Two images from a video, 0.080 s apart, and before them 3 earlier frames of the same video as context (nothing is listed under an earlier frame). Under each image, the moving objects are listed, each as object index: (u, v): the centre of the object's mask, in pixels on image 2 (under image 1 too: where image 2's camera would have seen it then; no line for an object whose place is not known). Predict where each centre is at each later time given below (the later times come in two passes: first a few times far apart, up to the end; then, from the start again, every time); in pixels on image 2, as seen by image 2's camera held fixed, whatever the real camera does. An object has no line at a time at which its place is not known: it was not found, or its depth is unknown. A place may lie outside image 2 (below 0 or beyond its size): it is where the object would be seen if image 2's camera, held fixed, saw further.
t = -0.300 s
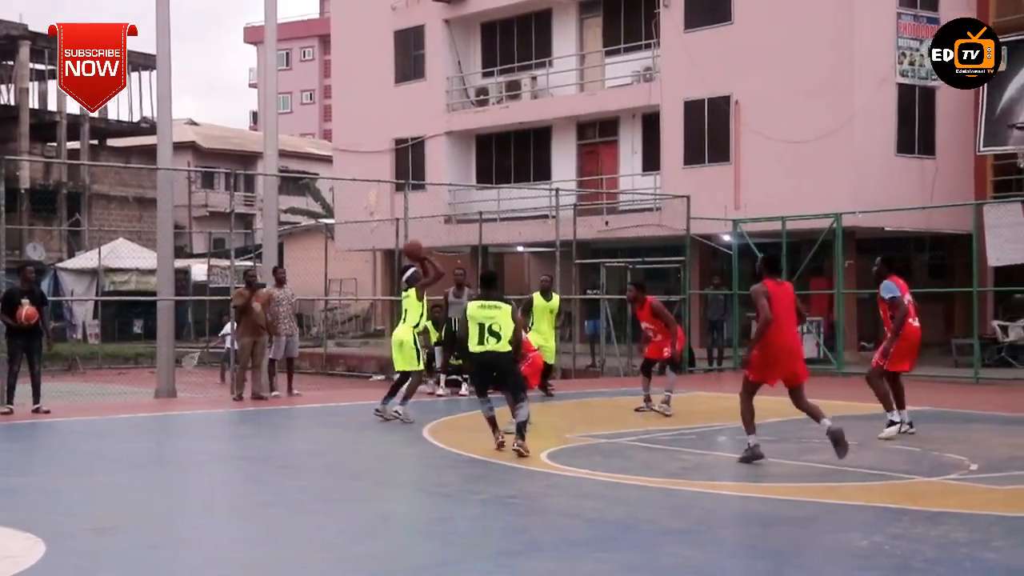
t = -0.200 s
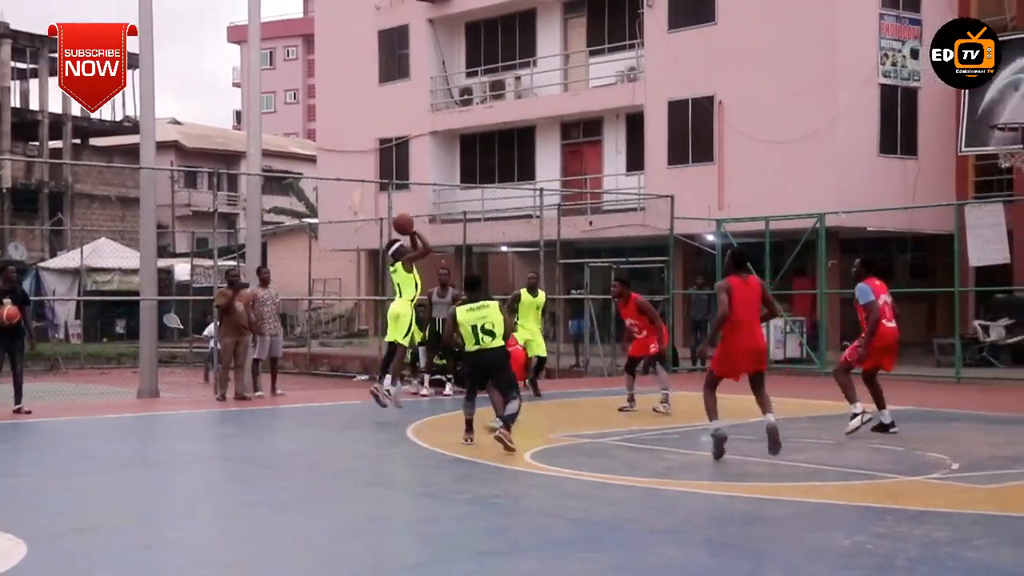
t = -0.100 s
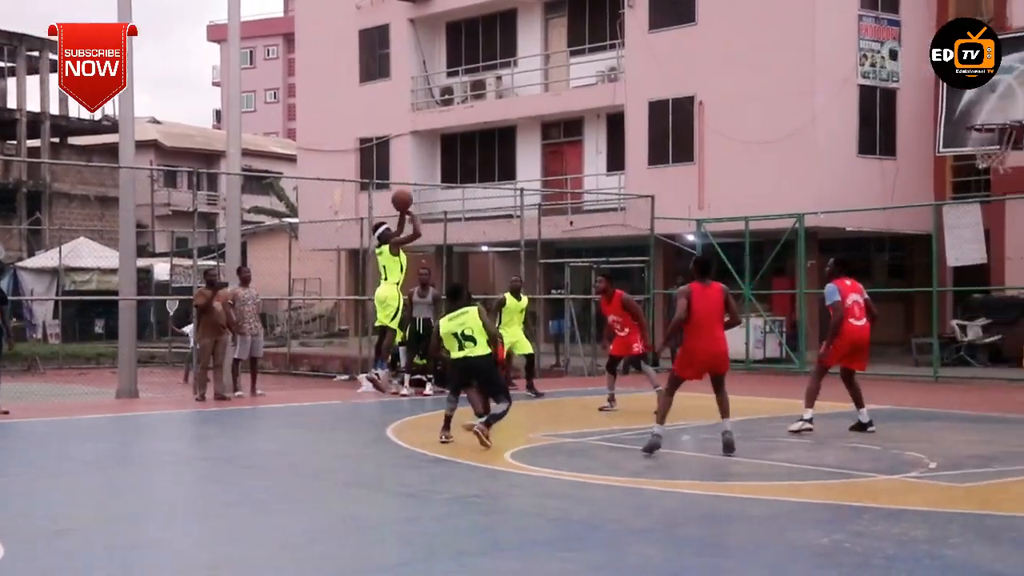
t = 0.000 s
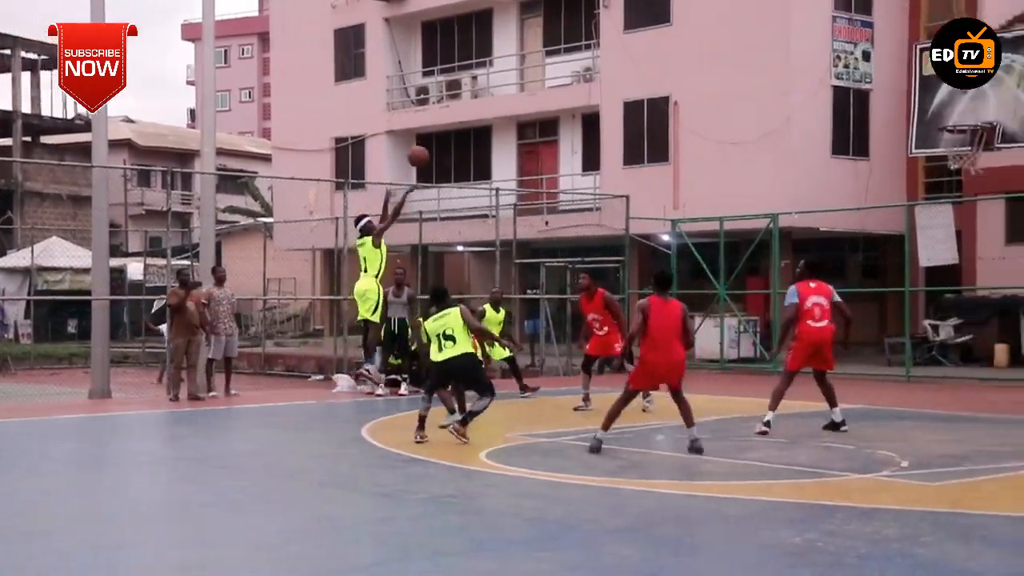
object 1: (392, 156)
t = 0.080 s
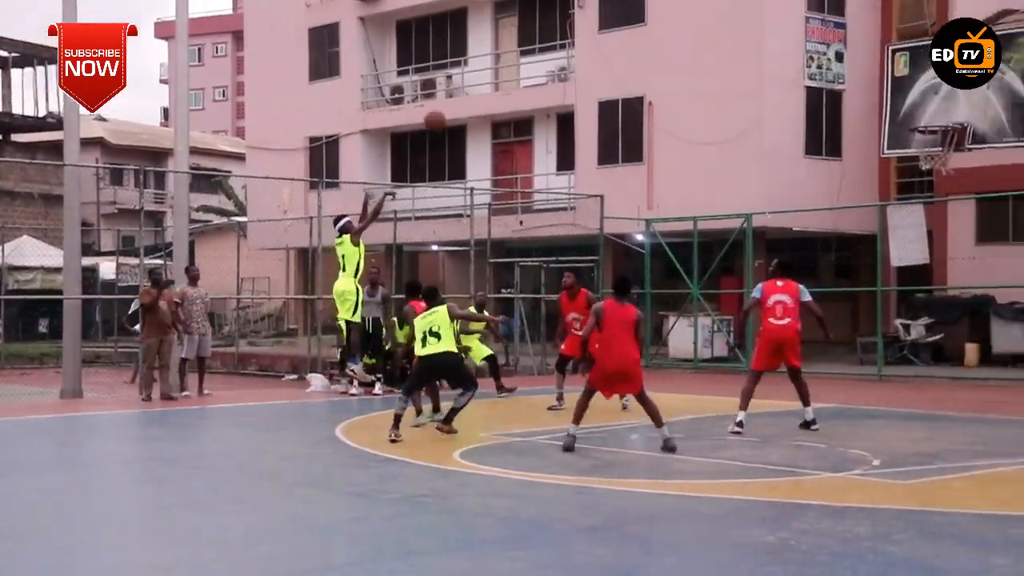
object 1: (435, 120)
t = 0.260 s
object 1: (530, 62)
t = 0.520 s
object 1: (669, 26)
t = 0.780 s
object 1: (810, 51)
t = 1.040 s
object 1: (940, 105)
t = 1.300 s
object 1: (1013, 95)
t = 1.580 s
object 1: (1030, 128)
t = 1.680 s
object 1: (1038, 159)
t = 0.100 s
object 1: (445, 113)
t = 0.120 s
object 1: (456, 105)
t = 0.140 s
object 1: (467, 98)
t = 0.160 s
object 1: (476, 91)
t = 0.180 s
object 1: (487, 84)
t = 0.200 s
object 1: (498, 78)
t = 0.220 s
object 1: (508, 72)
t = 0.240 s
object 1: (519, 66)
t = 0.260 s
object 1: (530, 62)
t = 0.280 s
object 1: (540, 57)
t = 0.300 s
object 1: (551, 52)
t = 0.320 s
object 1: (561, 48)
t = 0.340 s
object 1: (572, 44)
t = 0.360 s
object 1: (583, 41)
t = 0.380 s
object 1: (593, 38)
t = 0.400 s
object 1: (604, 35)
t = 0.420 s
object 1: (615, 33)
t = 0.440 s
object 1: (626, 30)
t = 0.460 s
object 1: (636, 29)
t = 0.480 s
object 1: (647, 27)
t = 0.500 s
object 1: (658, 26)
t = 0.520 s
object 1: (669, 26)
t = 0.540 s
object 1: (680, 25)
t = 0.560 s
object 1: (691, 25)
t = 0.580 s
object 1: (702, 26)
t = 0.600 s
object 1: (712, 27)
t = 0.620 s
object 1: (724, 28)
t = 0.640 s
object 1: (734, 30)
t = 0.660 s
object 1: (745, 32)
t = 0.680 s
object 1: (756, 34)
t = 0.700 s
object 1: (766, 37)
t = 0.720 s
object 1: (778, 40)
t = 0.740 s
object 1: (789, 43)
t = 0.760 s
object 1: (799, 47)
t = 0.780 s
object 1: (810, 51)
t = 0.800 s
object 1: (821, 57)
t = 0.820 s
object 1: (831, 61)
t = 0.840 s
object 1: (843, 66)
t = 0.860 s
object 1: (854, 72)
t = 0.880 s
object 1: (865, 78)
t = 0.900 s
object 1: (877, 84)
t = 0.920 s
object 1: (888, 90)
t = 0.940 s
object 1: (899, 98)
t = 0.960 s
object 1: (910, 105)
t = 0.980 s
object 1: (922, 113)
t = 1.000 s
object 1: (928, 113)
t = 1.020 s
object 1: (934, 109)
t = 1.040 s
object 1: (940, 105)
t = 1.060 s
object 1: (946, 103)
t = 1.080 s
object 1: (952, 101)
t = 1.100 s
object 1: (958, 98)
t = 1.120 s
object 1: (964, 97)
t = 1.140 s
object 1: (970, 96)
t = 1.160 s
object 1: (976, 94)
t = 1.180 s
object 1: (982, 94)
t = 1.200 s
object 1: (989, 94)
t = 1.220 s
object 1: (995, 94)
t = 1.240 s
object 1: (1006, 96)
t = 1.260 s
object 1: (1010, 96)
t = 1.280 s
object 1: (1012, 95)
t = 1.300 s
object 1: (1013, 95)
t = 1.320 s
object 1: (1014, 95)
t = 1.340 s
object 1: (1015, 95)
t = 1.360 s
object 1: (1016, 96)
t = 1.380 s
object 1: (1017, 96)
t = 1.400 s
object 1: (1019, 98)
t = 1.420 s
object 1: (1020, 99)
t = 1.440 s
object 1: (1021, 101)
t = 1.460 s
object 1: (1022, 104)
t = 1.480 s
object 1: (1024, 106)
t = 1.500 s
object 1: (1024, 110)
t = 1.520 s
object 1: (1026, 114)
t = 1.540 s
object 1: (1028, 118)
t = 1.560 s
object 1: (1029, 122)
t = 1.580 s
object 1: (1030, 128)
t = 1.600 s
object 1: (1032, 133)
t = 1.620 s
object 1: (1034, 139)
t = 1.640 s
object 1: (1035, 145)
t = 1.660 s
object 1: (1036, 152)
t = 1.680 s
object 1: (1038, 159)
